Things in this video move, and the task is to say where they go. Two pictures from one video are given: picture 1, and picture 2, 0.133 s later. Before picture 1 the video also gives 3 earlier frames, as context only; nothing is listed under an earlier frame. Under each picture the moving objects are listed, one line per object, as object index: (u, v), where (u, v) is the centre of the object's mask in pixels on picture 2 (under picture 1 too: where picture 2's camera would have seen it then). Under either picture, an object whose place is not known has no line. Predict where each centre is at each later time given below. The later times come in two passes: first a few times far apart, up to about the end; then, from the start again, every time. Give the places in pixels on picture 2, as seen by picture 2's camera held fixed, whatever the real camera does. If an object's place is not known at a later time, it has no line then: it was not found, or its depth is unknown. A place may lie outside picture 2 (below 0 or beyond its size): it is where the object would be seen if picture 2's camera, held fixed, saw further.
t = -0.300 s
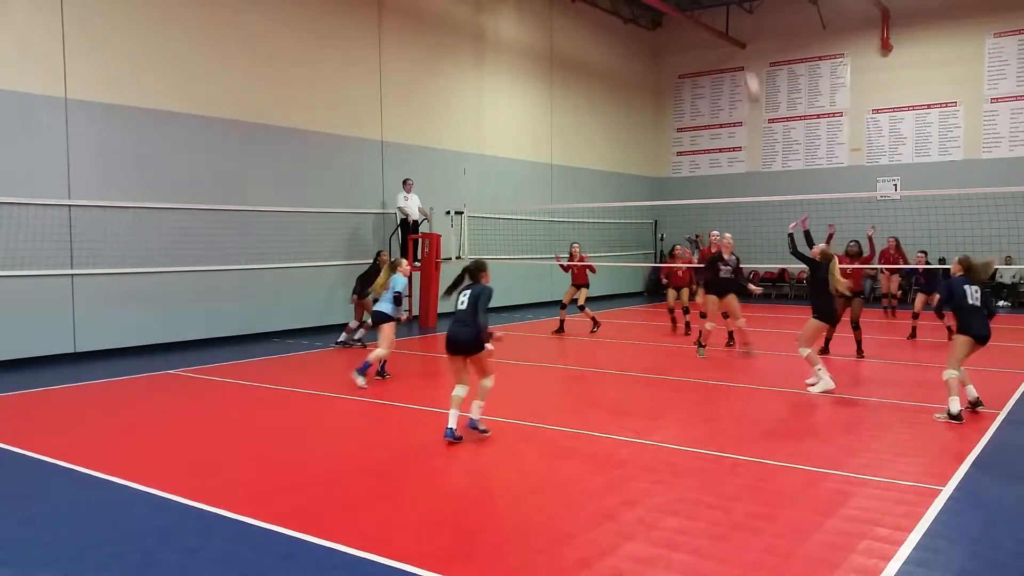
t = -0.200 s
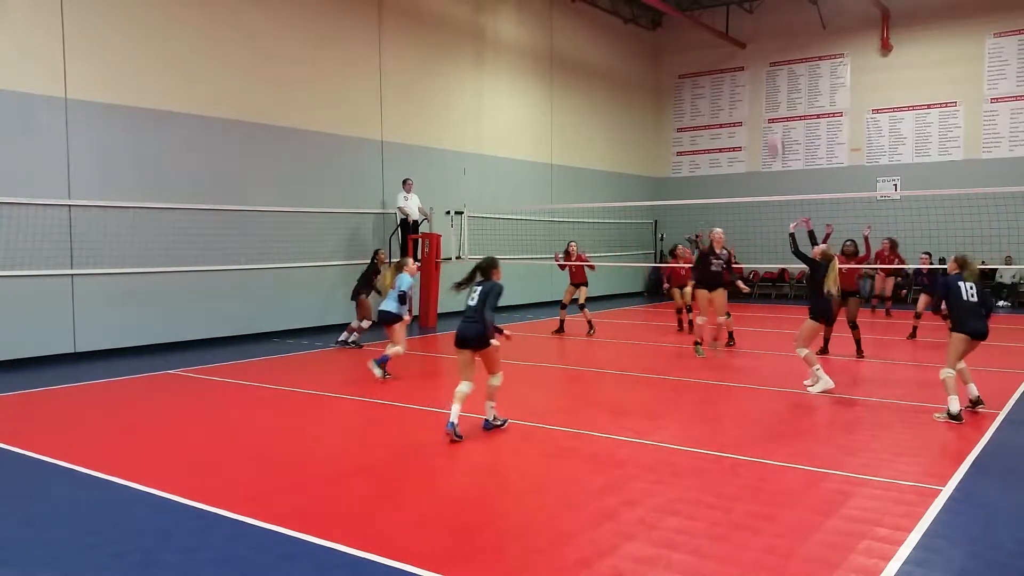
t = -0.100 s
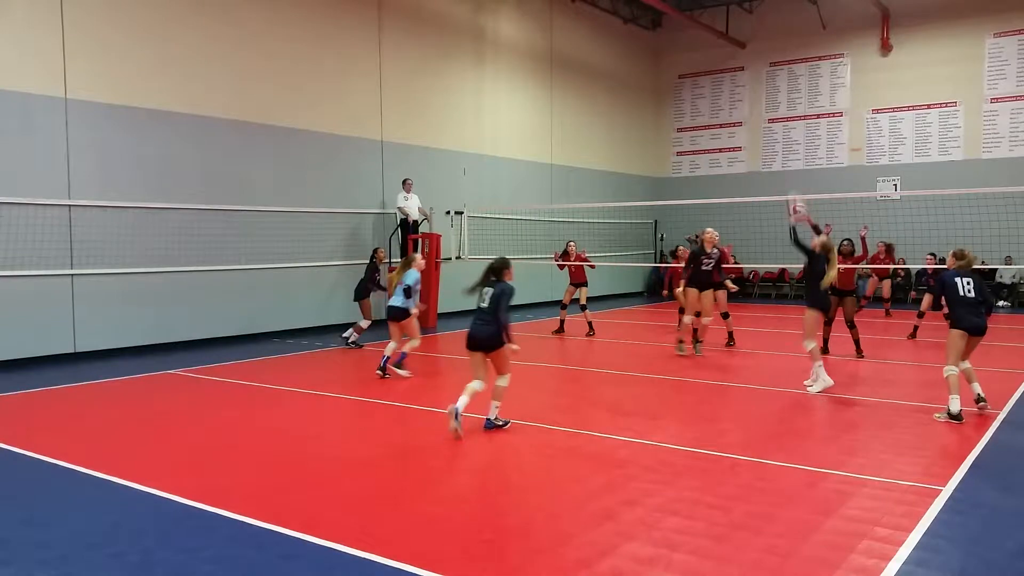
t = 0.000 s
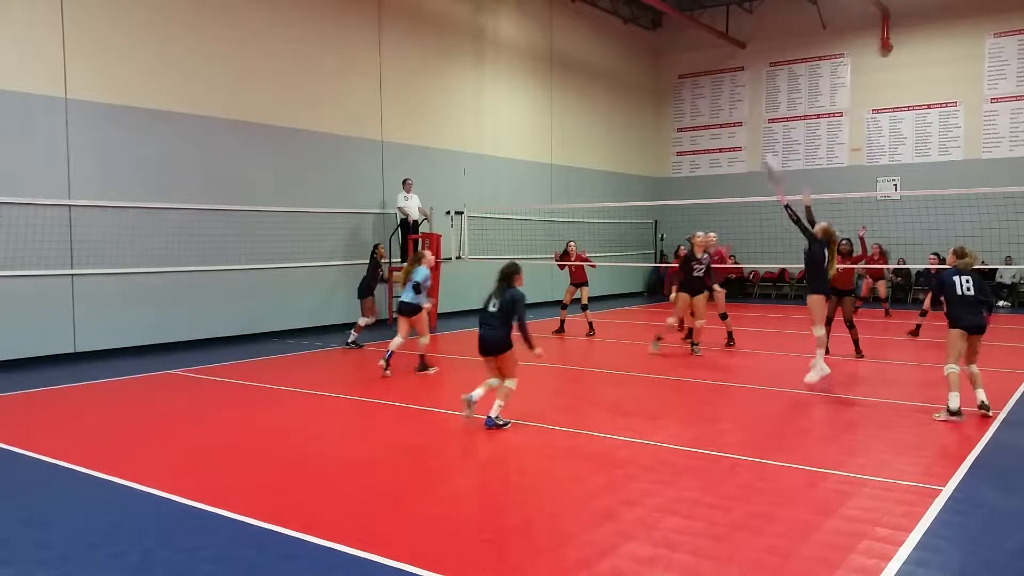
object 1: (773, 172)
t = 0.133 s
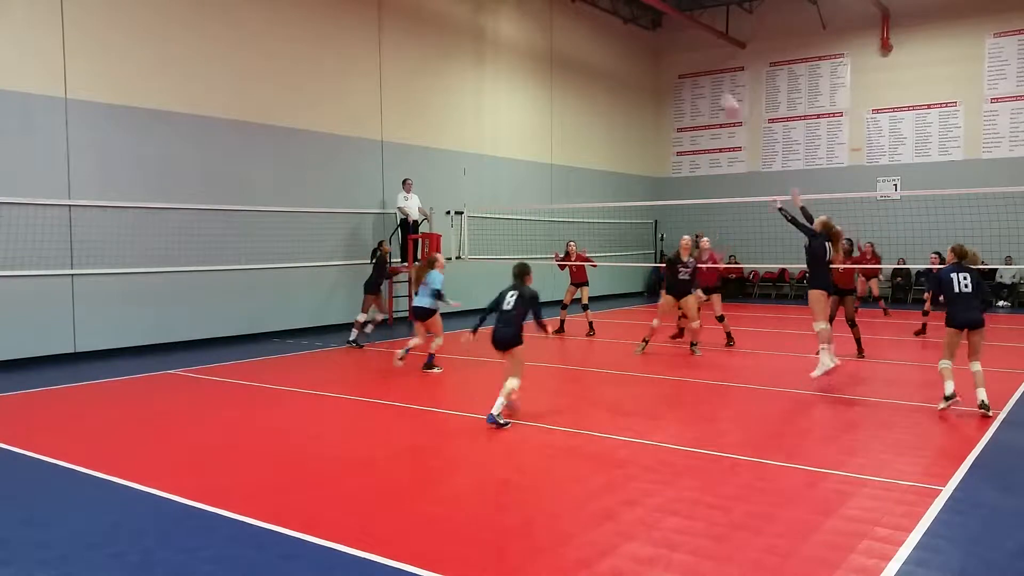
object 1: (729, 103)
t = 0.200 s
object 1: (713, 83)
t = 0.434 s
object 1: (650, 39)
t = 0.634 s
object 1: (606, 37)
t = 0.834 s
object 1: (566, 61)
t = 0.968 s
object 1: (543, 92)
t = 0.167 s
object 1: (720, 92)
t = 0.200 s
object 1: (713, 83)
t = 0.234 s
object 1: (702, 73)
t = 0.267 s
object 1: (693, 66)
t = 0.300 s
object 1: (684, 58)
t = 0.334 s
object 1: (676, 52)
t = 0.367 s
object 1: (667, 47)
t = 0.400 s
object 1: (659, 42)
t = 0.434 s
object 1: (650, 39)
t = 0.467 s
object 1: (643, 36)
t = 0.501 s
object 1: (635, 35)
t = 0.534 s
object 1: (628, 34)
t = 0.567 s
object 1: (620, 34)
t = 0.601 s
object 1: (613, 35)
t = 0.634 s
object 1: (606, 37)
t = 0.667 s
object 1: (599, 39)
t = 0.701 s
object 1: (592, 42)
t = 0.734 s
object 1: (586, 46)
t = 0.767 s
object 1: (579, 51)
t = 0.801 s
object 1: (572, 56)
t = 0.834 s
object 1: (566, 61)
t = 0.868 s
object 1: (561, 69)
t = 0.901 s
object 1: (555, 77)
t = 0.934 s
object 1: (550, 84)
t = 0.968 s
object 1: (543, 92)
